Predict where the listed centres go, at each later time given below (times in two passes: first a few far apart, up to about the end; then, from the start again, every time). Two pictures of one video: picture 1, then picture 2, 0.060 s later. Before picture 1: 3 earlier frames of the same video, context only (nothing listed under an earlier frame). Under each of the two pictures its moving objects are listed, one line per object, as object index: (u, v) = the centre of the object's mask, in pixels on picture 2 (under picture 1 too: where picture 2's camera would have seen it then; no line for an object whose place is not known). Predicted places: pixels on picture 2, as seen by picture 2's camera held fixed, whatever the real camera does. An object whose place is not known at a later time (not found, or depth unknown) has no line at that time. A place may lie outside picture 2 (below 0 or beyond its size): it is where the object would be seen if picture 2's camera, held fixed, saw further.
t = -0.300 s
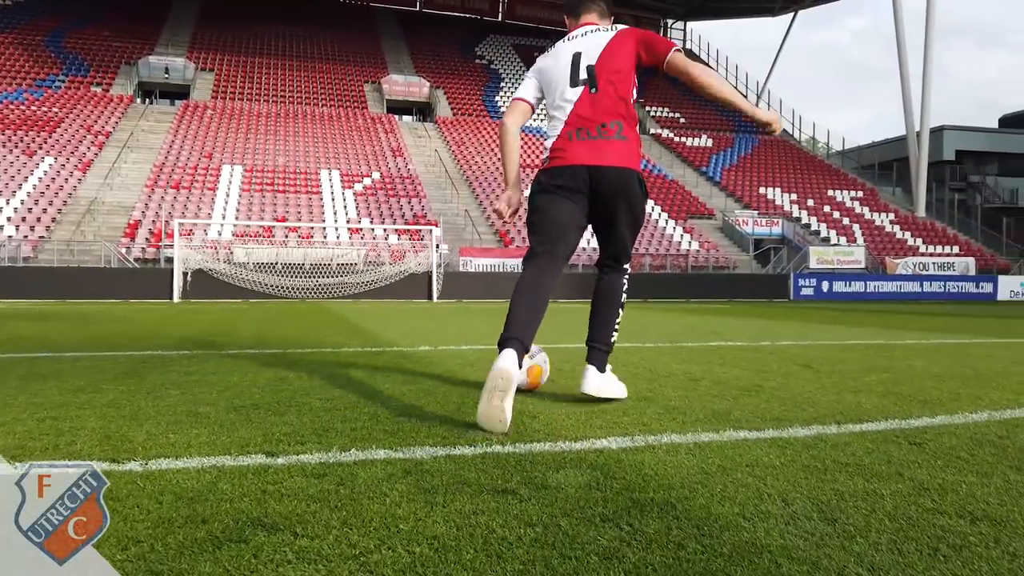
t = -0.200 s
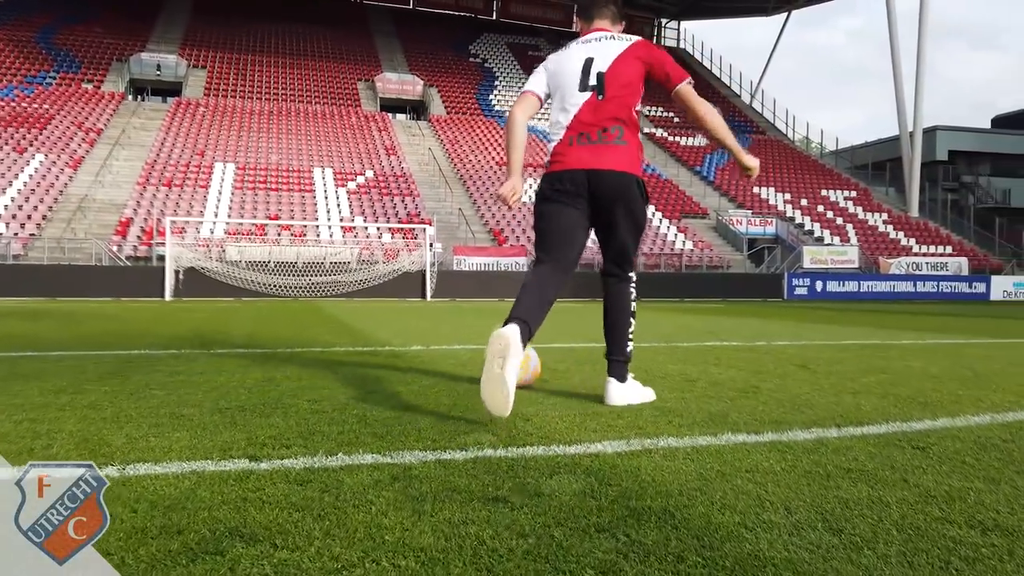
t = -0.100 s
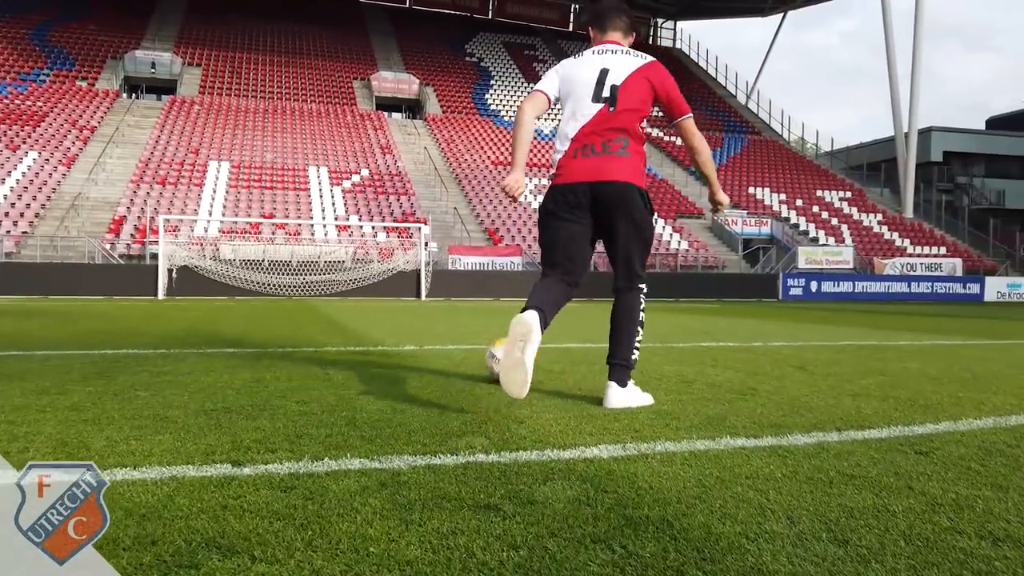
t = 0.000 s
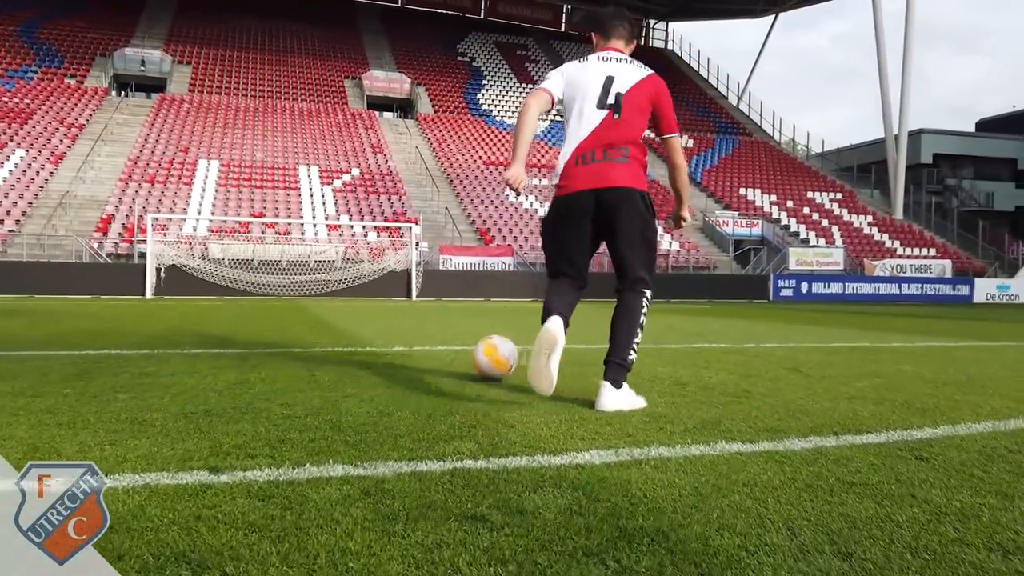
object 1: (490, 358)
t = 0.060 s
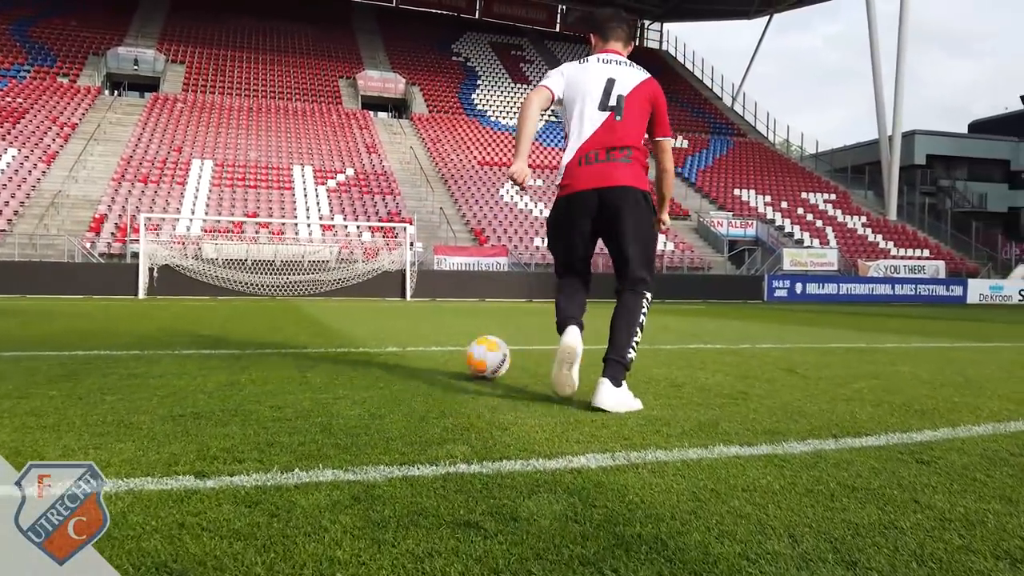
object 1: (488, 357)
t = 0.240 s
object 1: (482, 354)
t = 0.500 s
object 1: (474, 348)
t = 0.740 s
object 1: (467, 346)
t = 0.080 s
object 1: (488, 357)
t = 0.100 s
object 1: (487, 357)
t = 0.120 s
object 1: (486, 357)
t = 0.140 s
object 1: (486, 357)
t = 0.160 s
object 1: (485, 356)
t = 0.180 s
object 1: (484, 356)
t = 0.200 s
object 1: (484, 355)
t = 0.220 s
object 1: (483, 355)
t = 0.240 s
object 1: (482, 354)
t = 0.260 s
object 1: (482, 354)
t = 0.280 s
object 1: (481, 354)
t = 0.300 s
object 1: (481, 354)
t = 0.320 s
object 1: (480, 354)
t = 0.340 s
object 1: (479, 353)
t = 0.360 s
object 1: (479, 352)
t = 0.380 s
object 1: (478, 352)
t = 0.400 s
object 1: (477, 351)
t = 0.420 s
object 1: (476, 350)
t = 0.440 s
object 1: (476, 349)
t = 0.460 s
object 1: (475, 349)
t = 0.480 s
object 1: (475, 348)
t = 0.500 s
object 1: (474, 348)
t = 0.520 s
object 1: (473, 348)
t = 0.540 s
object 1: (473, 348)
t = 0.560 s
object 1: (473, 348)
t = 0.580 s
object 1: (472, 348)
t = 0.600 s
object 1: (472, 348)
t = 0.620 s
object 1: (471, 348)
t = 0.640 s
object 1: (470, 347)
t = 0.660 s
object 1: (470, 347)
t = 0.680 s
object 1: (469, 347)
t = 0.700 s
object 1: (468, 347)
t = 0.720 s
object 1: (468, 346)
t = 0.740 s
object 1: (467, 346)
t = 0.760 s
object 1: (466, 346)
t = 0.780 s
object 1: (465, 345)
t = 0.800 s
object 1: (464, 345)
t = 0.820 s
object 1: (464, 345)
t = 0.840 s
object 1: (463, 345)
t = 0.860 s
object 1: (463, 345)
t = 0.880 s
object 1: (462, 344)
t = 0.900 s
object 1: (461, 344)
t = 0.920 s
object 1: (460, 343)
